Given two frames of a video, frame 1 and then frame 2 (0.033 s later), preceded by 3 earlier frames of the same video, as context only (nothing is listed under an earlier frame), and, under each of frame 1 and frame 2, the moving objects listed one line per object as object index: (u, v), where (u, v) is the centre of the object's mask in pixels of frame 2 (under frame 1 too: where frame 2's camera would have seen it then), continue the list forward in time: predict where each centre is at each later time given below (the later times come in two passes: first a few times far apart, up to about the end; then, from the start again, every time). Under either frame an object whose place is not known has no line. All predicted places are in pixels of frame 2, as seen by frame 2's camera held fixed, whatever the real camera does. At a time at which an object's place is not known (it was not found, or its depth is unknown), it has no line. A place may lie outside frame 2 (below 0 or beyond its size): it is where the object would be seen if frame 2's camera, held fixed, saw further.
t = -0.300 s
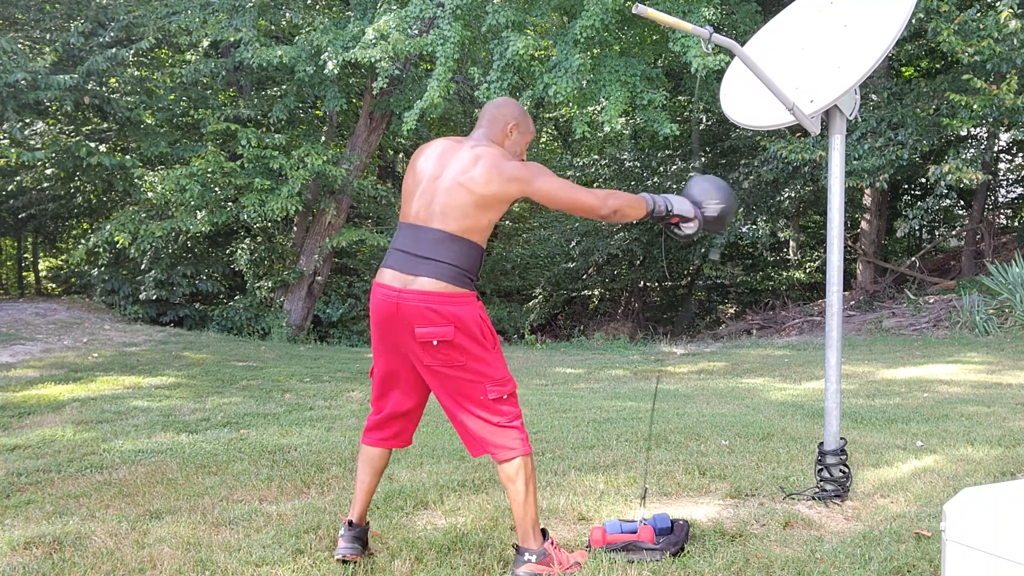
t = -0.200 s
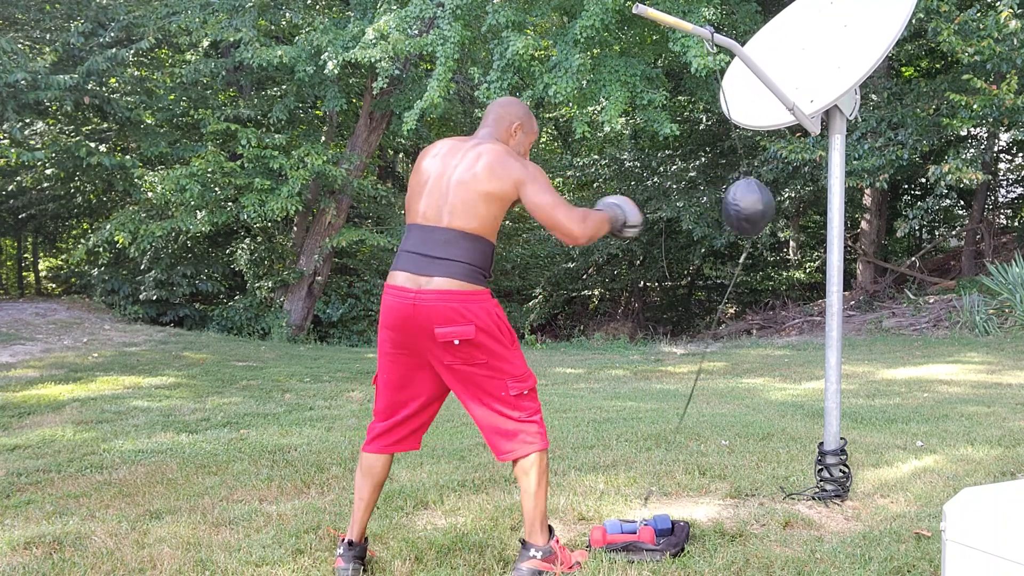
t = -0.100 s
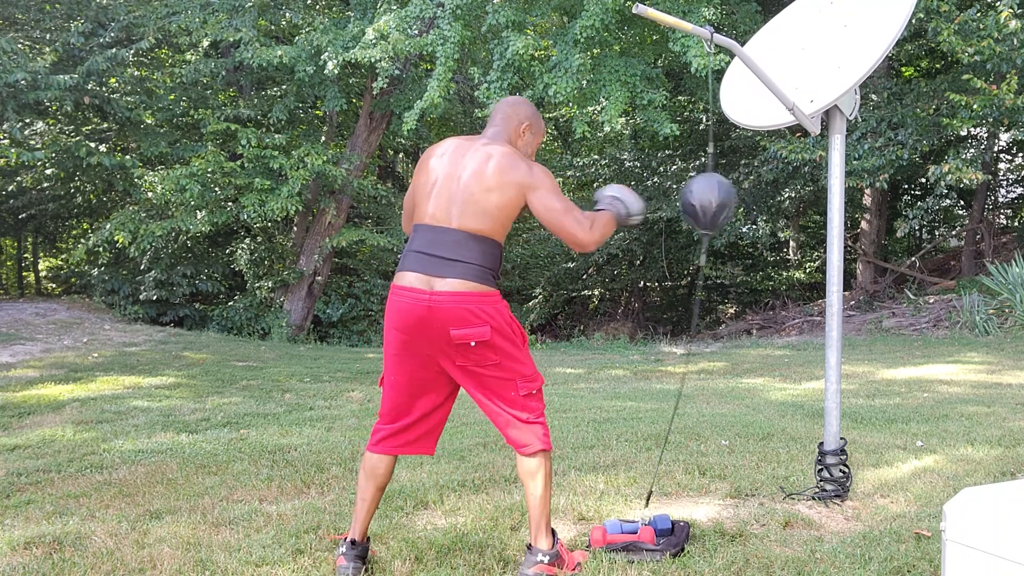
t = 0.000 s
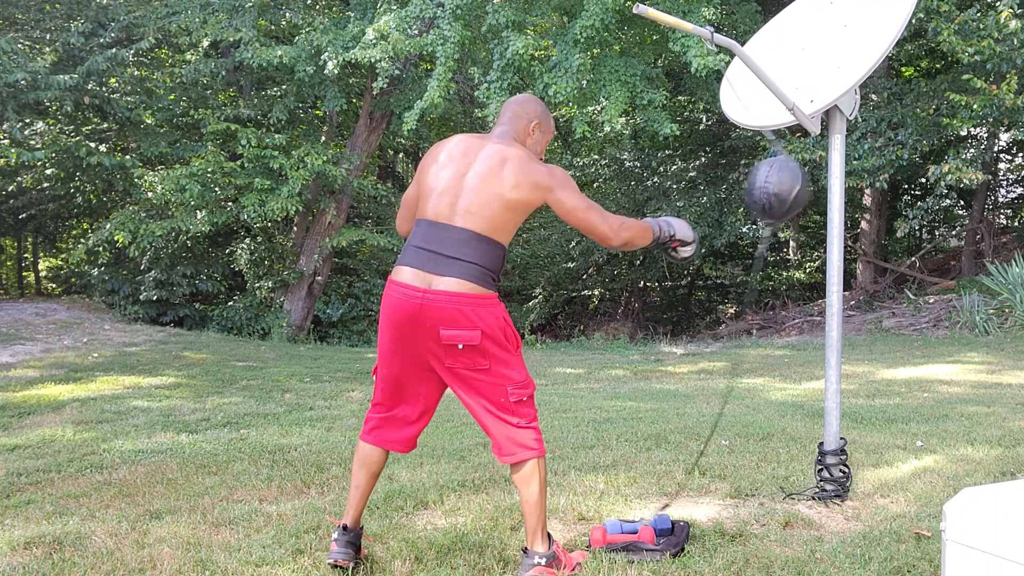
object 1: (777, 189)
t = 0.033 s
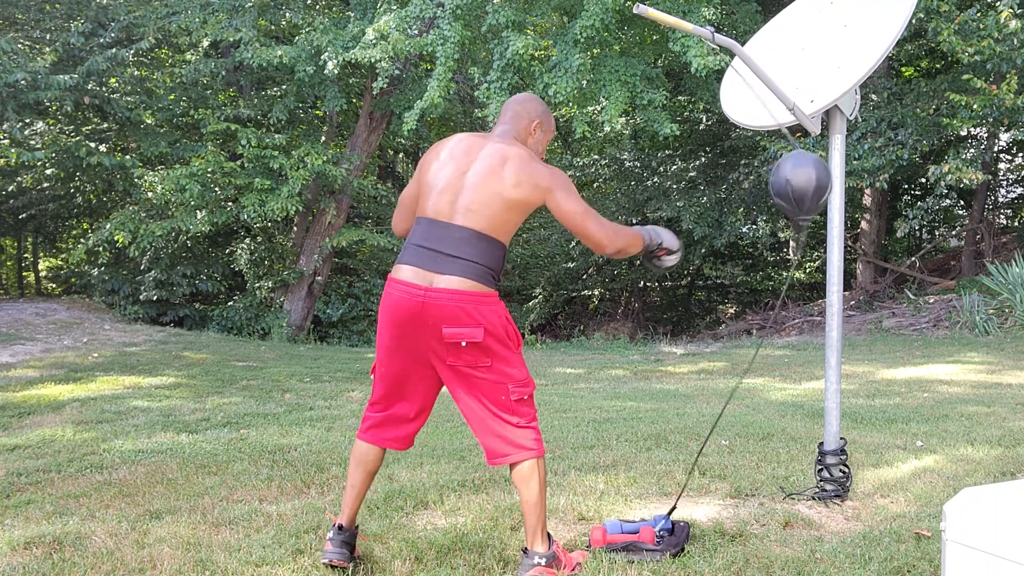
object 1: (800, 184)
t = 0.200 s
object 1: (671, 210)
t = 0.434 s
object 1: (673, 188)
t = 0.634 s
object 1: (750, 192)
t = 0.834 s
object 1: (629, 193)
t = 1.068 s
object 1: (735, 192)
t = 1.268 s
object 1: (689, 206)
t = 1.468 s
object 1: (651, 197)
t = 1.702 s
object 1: (729, 196)
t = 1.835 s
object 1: (691, 205)
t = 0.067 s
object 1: (803, 184)
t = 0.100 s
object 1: (785, 189)
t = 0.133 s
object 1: (753, 195)
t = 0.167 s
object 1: (712, 203)
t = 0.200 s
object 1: (671, 210)
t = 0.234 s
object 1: (640, 210)
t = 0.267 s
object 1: (616, 204)
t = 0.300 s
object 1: (604, 194)
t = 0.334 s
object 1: (606, 185)
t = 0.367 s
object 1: (620, 179)
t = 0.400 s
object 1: (644, 180)
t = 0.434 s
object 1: (673, 188)
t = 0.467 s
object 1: (705, 200)
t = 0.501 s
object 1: (736, 207)
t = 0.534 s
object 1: (759, 207)
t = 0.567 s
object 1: (770, 202)
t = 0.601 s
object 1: (766, 196)
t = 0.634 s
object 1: (750, 192)
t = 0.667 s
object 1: (727, 194)
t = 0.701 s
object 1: (701, 202)
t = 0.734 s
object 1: (673, 207)
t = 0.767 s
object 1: (650, 206)
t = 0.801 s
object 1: (636, 200)
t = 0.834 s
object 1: (629, 193)
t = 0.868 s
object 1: (630, 188)
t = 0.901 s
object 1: (638, 189)
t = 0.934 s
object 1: (653, 193)
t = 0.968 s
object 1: (671, 199)
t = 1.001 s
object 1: (694, 200)
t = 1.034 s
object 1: (717, 197)
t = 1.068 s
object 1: (735, 192)
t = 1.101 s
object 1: (745, 191)
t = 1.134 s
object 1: (747, 193)
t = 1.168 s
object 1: (740, 198)
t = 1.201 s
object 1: (725, 203)
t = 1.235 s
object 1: (707, 207)
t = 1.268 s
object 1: (689, 206)
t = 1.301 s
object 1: (672, 202)
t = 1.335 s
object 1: (659, 199)
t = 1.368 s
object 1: (650, 196)
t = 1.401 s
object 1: (645, 195)
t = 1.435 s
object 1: (646, 195)
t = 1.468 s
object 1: (651, 197)
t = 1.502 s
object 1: (662, 198)
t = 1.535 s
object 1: (676, 198)
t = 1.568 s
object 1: (693, 196)
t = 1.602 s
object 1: (708, 194)
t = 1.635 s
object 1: (720, 192)
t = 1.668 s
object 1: (728, 194)
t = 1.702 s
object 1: (729, 196)
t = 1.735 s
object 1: (724, 200)
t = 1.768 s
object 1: (715, 204)
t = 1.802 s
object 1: (703, 205)
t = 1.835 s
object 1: (691, 205)
